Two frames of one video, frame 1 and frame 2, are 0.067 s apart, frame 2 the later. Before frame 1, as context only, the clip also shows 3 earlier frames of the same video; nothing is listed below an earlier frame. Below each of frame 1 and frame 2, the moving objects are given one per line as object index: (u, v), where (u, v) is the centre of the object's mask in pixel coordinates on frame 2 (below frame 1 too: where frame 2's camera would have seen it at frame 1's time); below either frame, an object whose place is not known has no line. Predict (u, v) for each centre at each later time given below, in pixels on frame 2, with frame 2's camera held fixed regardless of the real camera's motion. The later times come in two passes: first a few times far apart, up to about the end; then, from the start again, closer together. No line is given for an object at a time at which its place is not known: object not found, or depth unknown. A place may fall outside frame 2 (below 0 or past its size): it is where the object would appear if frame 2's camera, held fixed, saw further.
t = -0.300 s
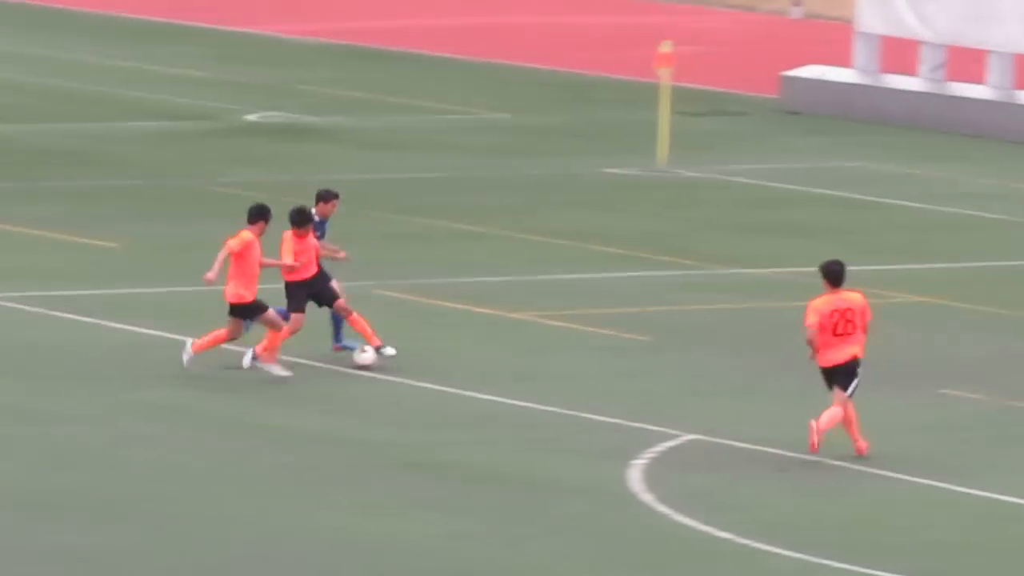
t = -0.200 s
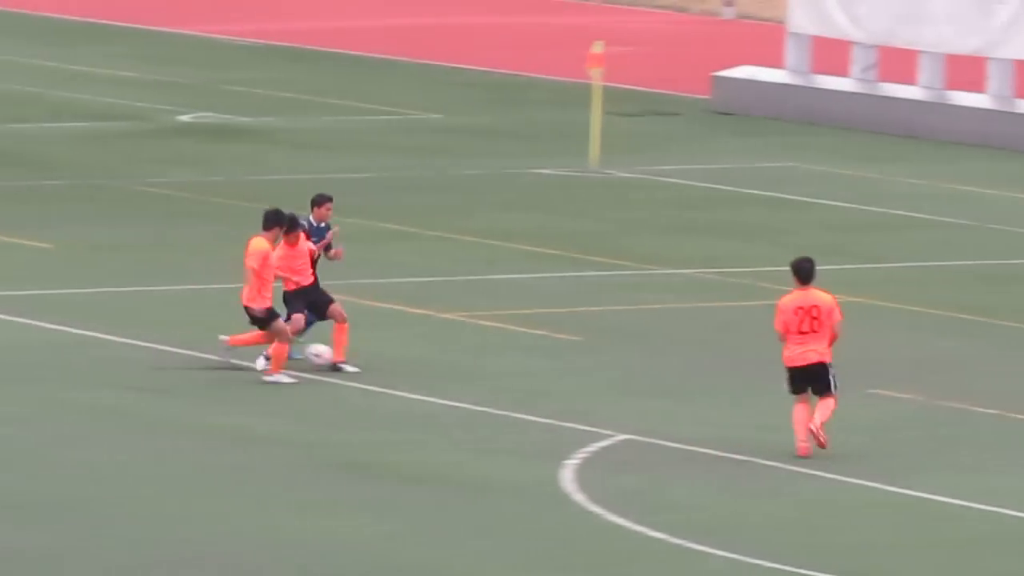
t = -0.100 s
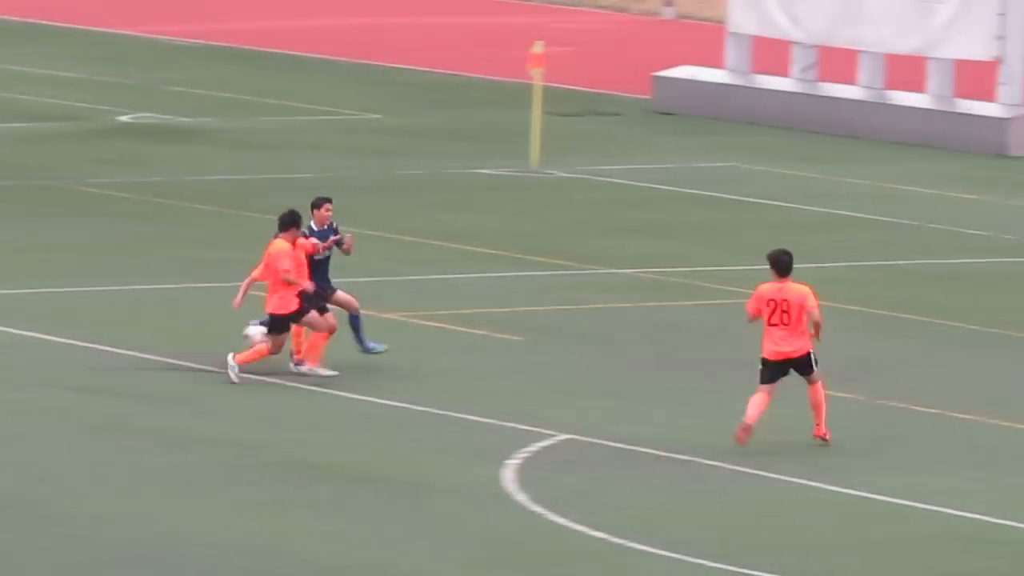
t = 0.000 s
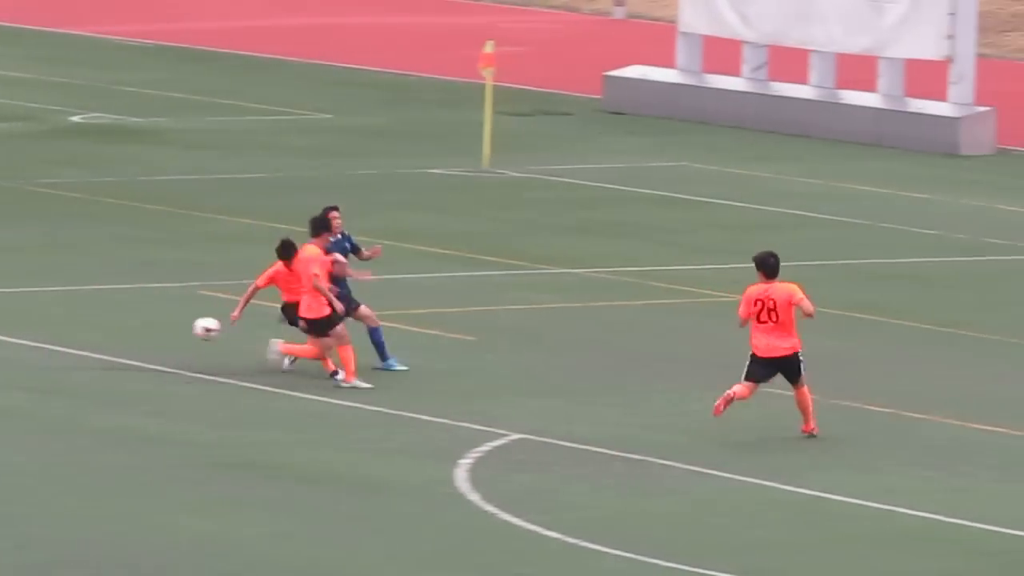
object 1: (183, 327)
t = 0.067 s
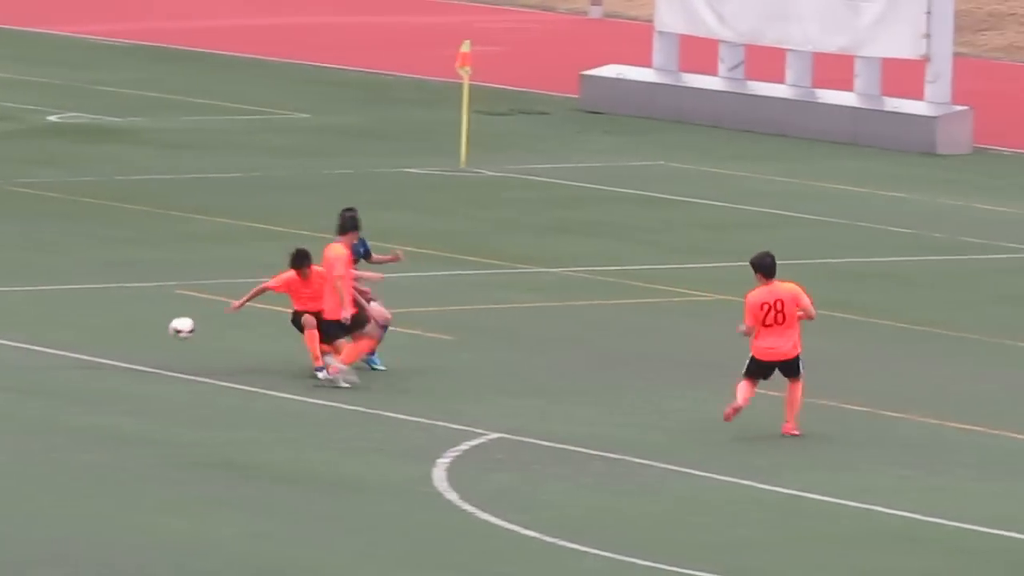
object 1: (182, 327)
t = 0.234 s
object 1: (176, 346)
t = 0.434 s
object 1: (176, 341)
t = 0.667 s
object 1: (175, 352)
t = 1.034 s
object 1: (173, 356)
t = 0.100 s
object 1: (181, 329)
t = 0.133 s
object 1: (180, 332)
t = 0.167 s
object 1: (179, 335)
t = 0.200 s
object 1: (178, 340)
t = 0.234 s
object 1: (176, 346)
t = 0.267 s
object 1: (176, 355)
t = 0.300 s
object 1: (175, 352)
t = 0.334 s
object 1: (175, 348)
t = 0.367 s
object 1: (176, 344)
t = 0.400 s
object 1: (176, 342)
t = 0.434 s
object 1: (176, 341)
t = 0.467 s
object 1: (175, 341)
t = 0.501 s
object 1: (175, 342)
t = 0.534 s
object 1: (175, 344)
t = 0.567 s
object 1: (175, 347)
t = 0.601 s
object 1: (175, 352)
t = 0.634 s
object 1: (175, 355)
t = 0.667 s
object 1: (175, 352)
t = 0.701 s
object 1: (175, 350)
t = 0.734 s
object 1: (175, 349)
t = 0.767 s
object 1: (175, 349)
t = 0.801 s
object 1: (175, 351)
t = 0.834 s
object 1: (174, 353)
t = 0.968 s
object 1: (175, 354)
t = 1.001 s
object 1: (174, 356)
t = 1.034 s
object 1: (173, 356)
